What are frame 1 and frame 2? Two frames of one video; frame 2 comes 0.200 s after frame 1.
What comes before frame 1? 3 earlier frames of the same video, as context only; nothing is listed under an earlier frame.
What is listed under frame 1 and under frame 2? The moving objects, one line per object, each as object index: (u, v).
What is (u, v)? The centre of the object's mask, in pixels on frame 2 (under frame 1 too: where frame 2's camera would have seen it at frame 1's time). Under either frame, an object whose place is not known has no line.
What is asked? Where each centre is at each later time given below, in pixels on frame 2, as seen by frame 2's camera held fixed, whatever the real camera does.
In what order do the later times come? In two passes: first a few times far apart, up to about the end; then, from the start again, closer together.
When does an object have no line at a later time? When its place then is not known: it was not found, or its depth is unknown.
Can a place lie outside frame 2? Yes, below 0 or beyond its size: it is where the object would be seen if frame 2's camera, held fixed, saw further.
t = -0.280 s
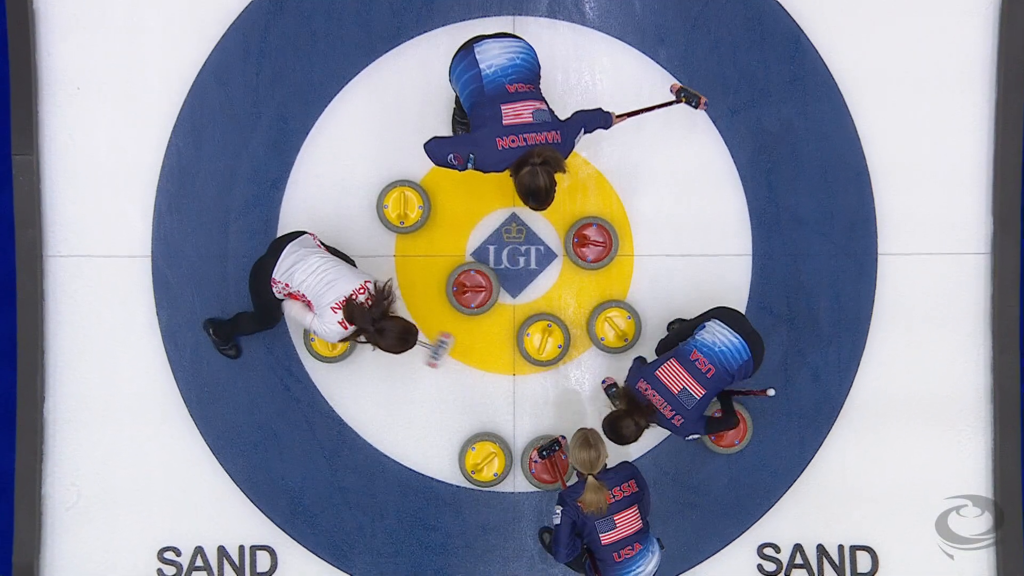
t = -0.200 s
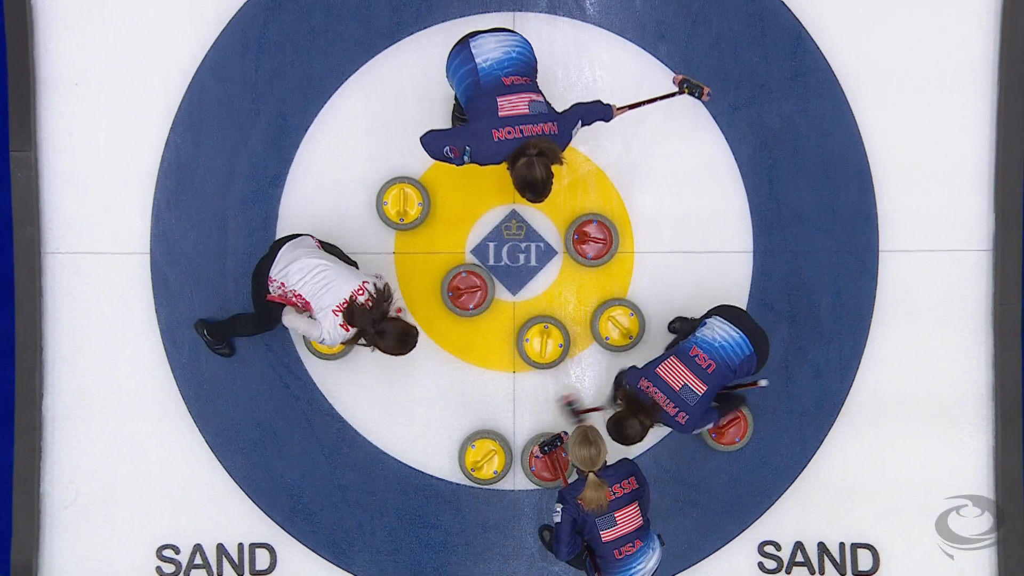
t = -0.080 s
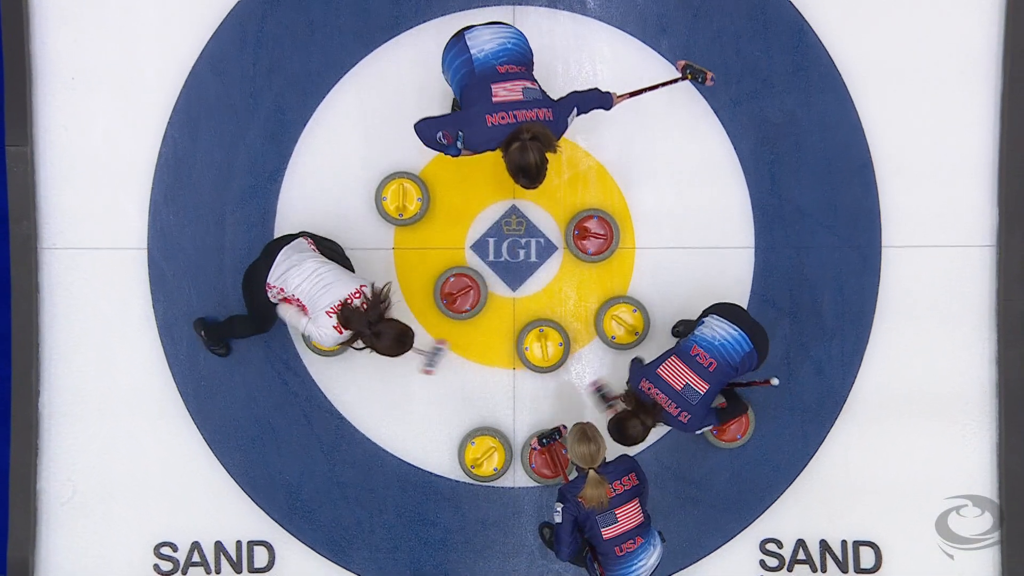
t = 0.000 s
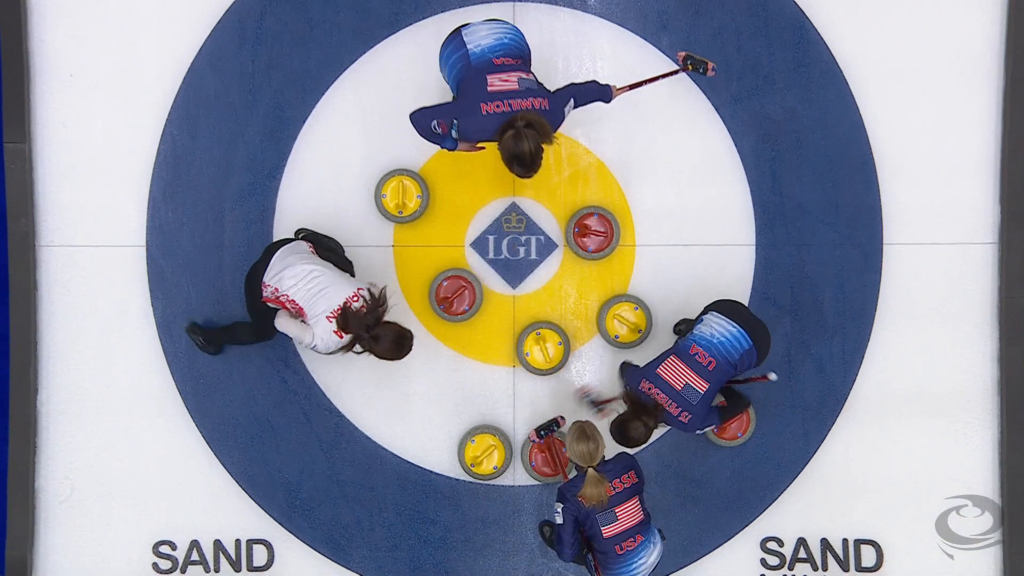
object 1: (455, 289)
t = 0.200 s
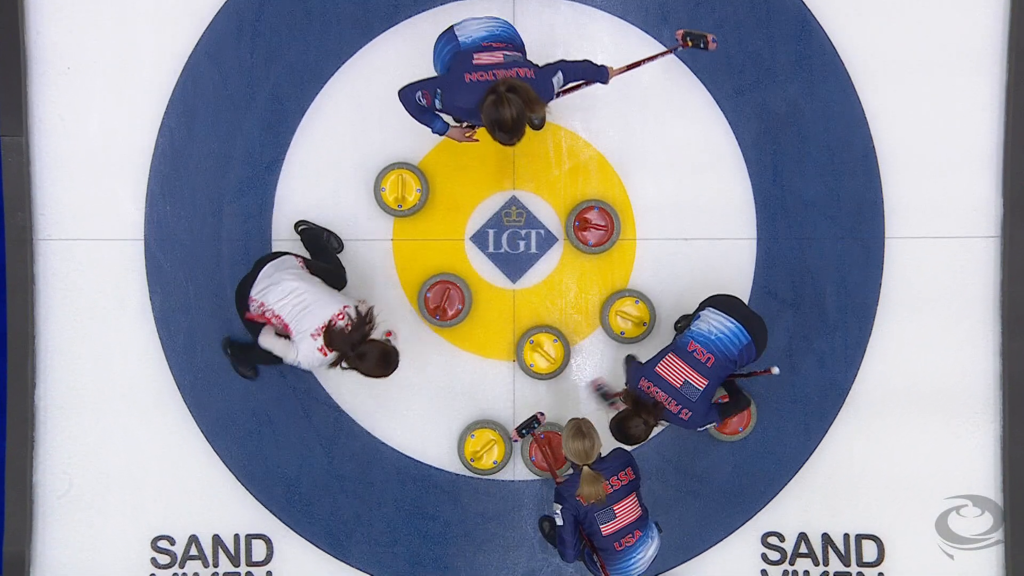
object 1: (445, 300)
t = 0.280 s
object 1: (441, 304)
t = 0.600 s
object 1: (425, 321)
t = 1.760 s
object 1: (382, 370)
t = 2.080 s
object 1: (373, 380)
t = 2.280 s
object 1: (369, 386)
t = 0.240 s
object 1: (443, 302)
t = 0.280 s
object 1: (441, 304)
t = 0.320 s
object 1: (439, 307)
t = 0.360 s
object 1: (436, 309)
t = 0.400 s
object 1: (434, 311)
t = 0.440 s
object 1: (433, 313)
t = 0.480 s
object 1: (431, 315)
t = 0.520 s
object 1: (429, 317)
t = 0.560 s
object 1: (427, 319)
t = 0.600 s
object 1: (425, 321)
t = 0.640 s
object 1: (423, 323)
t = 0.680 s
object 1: (422, 325)
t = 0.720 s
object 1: (420, 327)
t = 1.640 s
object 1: (385, 366)
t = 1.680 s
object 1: (384, 367)
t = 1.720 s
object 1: (383, 369)
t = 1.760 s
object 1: (382, 370)
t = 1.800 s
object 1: (380, 372)
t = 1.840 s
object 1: (379, 373)
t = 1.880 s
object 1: (378, 374)
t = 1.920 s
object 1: (377, 376)
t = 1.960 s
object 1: (376, 377)
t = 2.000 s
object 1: (375, 378)
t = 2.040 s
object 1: (374, 379)
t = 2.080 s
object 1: (373, 380)
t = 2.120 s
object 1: (373, 381)
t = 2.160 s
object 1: (372, 383)
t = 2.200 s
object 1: (371, 384)
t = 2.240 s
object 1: (370, 385)
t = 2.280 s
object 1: (369, 386)
